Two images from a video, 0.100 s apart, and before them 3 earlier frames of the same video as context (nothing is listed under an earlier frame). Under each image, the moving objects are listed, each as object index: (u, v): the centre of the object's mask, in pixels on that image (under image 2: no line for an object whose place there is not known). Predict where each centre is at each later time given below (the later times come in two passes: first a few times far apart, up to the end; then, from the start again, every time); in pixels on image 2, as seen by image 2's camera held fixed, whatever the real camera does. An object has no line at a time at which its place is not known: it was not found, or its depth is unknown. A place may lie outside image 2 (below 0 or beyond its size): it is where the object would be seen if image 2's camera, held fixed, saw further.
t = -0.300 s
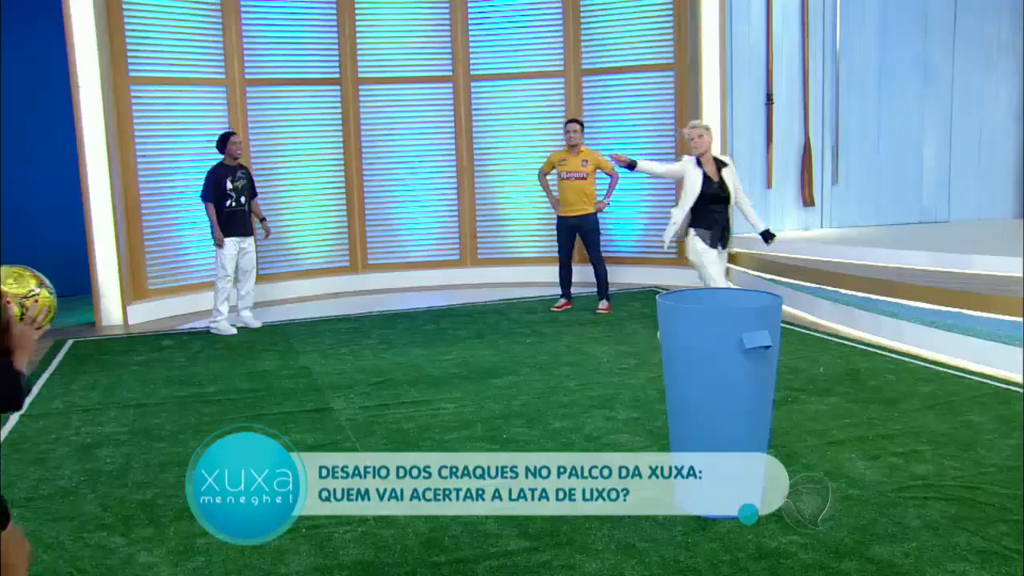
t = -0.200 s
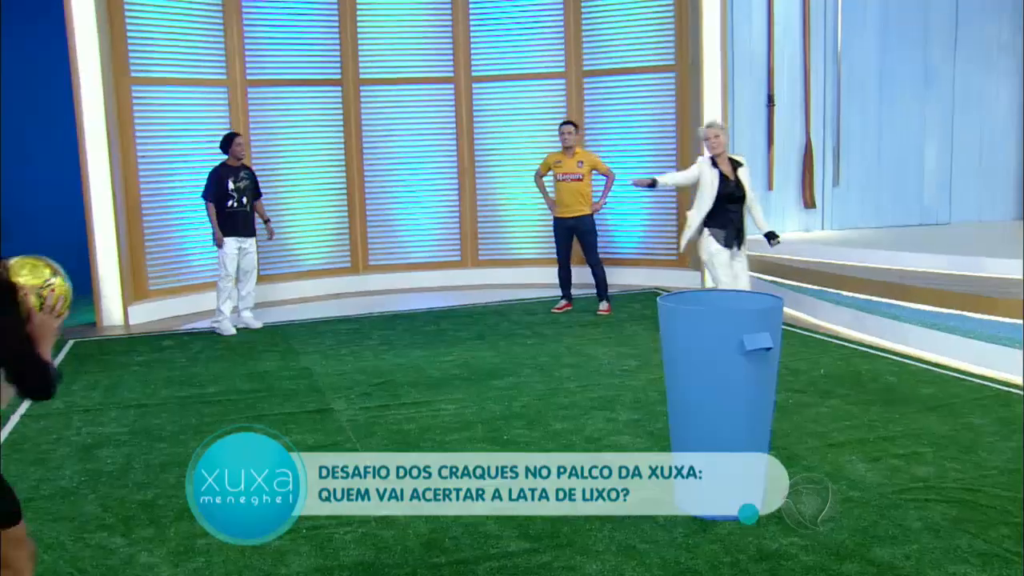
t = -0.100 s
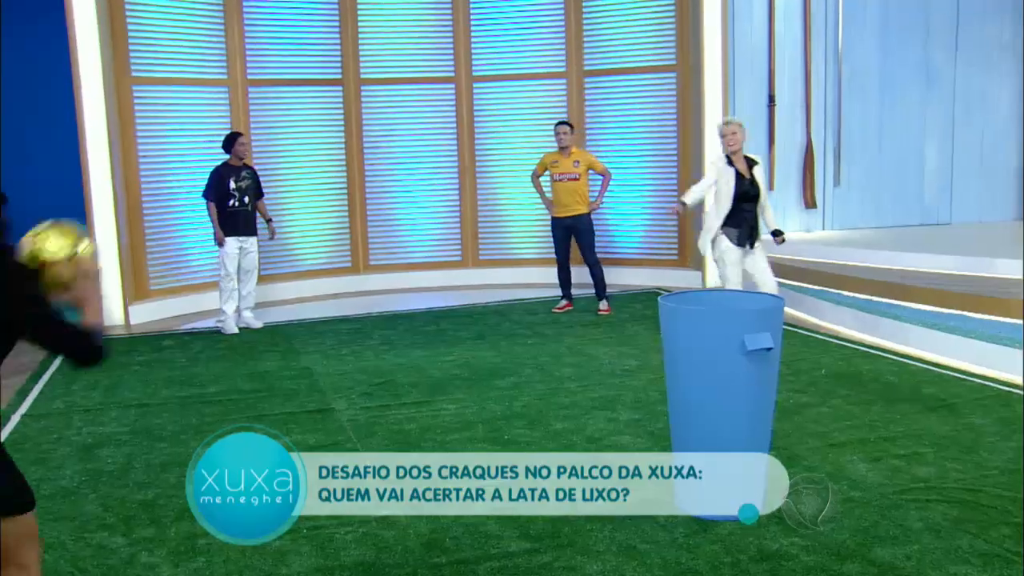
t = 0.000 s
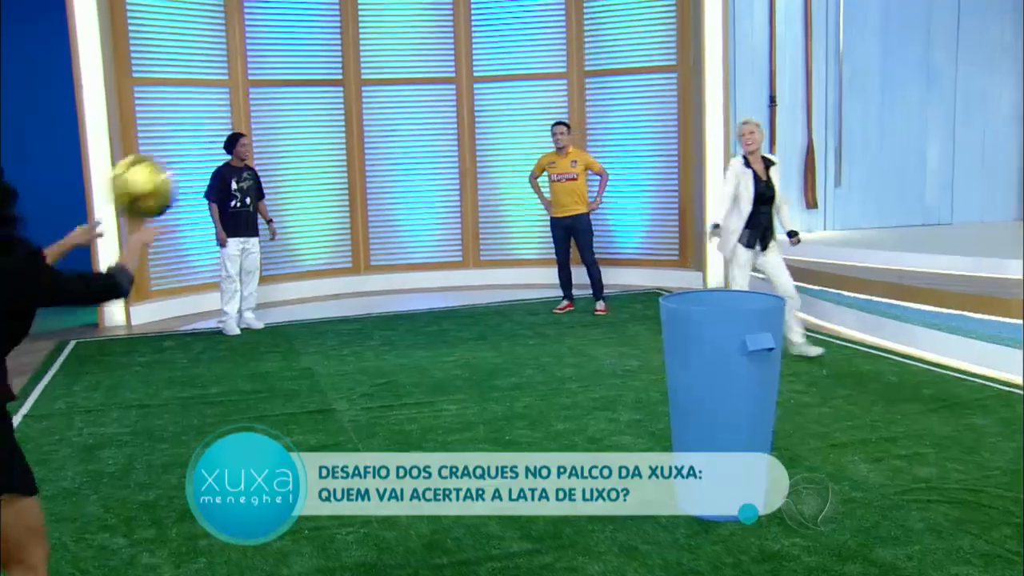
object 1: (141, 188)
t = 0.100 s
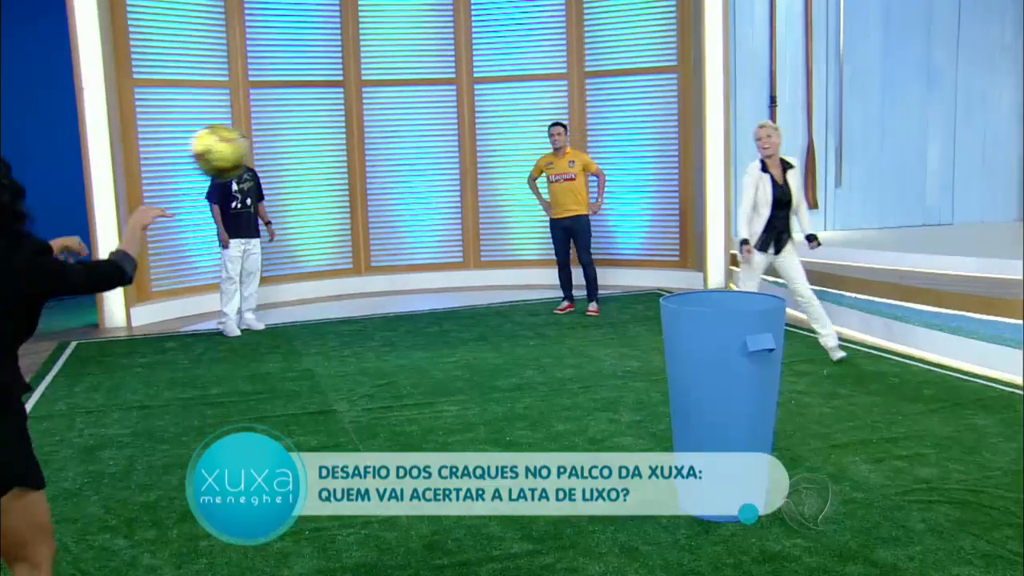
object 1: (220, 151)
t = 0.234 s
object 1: (295, 152)
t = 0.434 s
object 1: (377, 216)
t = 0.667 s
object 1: (442, 335)
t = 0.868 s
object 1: (465, 298)
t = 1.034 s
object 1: (478, 256)
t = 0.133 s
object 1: (241, 148)
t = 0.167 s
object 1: (259, 147)
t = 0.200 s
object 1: (278, 148)
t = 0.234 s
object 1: (295, 152)
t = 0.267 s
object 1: (311, 159)
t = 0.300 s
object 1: (326, 167)
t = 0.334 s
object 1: (340, 177)
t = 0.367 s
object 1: (353, 188)
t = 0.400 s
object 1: (365, 201)
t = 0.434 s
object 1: (377, 216)
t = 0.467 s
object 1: (387, 229)
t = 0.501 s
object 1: (398, 246)
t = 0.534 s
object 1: (408, 263)
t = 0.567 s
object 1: (416, 280)
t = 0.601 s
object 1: (426, 299)
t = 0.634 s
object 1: (435, 317)
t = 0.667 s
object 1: (442, 335)
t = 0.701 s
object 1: (449, 356)
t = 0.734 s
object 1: (455, 363)
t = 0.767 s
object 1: (457, 343)
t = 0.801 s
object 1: (460, 326)
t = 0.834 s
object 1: (463, 312)
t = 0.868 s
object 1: (465, 298)
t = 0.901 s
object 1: (467, 286)
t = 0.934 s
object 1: (470, 276)
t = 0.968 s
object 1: (472, 268)
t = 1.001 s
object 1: (475, 261)
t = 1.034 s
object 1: (478, 256)
